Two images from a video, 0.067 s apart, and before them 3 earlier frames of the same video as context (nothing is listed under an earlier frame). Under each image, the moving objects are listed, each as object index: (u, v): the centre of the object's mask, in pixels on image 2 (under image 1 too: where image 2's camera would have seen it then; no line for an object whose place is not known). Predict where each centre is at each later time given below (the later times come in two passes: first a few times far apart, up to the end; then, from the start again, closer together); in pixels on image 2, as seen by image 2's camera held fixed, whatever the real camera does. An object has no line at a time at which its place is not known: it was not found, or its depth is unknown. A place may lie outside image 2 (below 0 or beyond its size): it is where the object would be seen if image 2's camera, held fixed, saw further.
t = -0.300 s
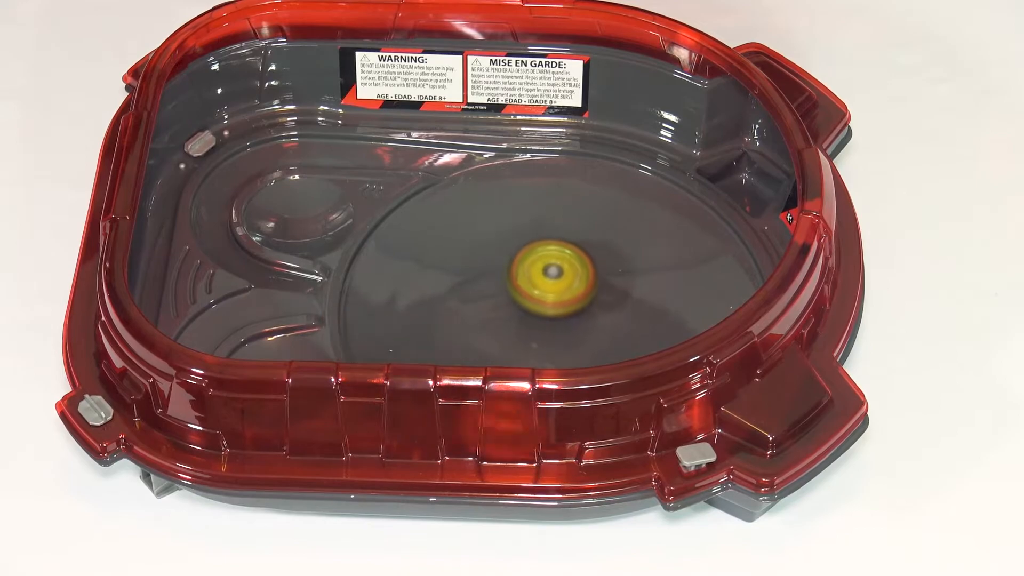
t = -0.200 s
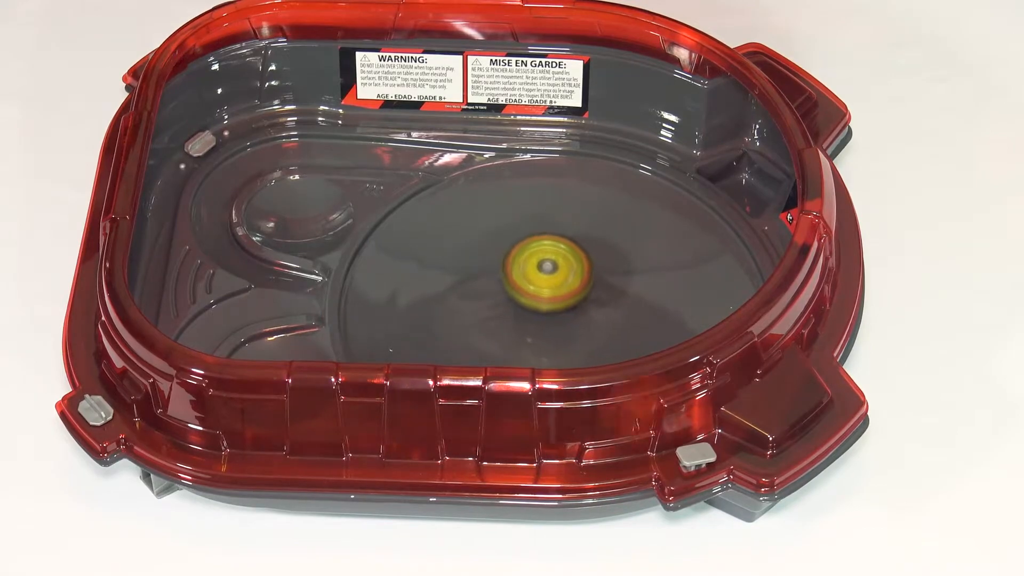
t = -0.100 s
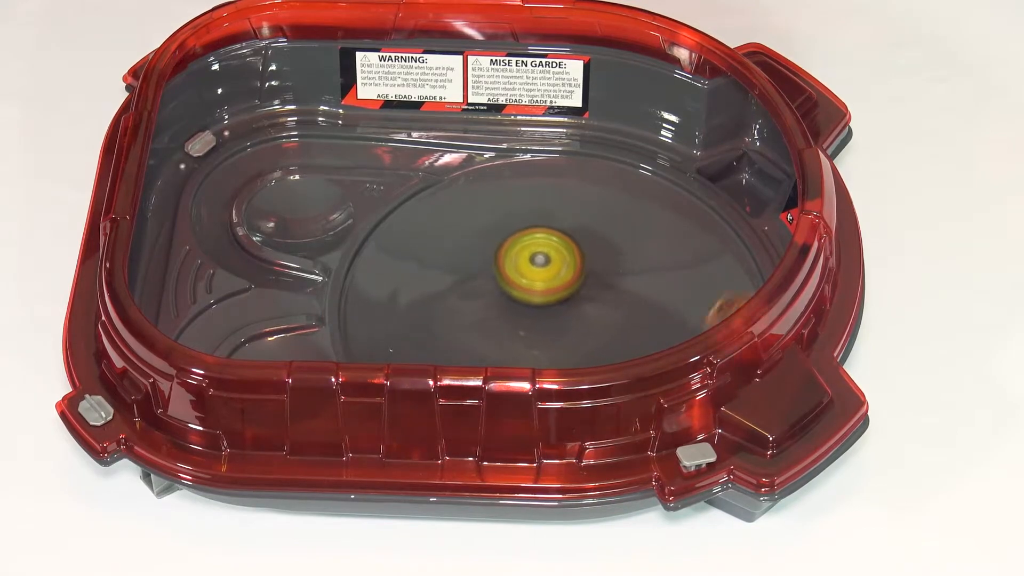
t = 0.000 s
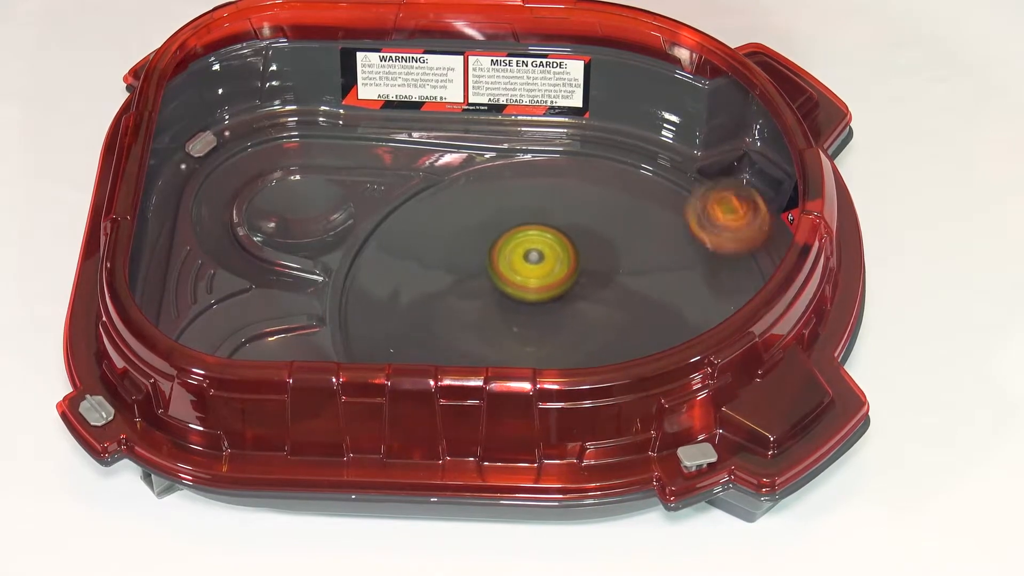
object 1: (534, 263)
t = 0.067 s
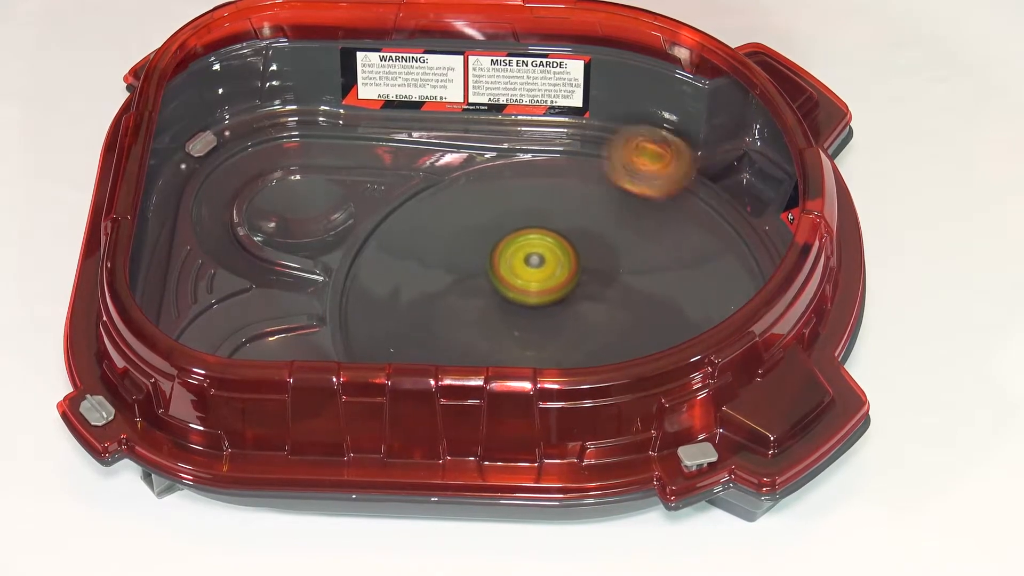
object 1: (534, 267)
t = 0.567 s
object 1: (565, 279)
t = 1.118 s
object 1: (566, 289)
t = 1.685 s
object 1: (586, 300)
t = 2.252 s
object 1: (570, 307)
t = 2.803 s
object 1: (557, 319)
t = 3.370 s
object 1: (559, 306)
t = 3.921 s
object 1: (555, 299)
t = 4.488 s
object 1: (564, 294)
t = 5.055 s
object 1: (569, 301)
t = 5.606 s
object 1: (566, 307)
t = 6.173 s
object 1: (565, 304)
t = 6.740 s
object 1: (566, 302)
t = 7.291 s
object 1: (570, 304)
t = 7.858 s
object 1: (567, 307)
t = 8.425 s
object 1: (564, 307)
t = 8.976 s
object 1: (567, 303)
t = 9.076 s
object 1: (568, 302)
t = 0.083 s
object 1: (535, 268)
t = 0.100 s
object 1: (536, 269)
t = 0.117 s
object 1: (536, 270)
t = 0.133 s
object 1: (537, 272)
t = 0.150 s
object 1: (538, 273)
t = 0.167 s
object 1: (540, 275)
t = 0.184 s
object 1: (542, 276)
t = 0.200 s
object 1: (543, 277)
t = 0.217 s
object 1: (545, 278)
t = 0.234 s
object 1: (547, 279)
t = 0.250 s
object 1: (548, 279)
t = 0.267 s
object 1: (550, 280)
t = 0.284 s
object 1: (551, 280)
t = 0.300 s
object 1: (552, 281)
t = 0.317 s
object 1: (553, 281)
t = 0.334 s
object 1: (554, 282)
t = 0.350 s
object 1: (555, 282)
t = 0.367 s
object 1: (555, 283)
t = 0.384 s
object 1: (555, 283)
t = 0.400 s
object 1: (556, 283)
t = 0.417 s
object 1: (557, 283)
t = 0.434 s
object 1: (557, 282)
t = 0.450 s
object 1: (558, 281)
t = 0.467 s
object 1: (559, 280)
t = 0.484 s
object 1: (560, 280)
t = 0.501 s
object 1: (561, 279)
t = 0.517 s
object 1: (562, 279)
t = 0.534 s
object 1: (563, 279)
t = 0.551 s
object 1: (564, 279)
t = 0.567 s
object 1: (565, 279)
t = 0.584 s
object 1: (565, 281)
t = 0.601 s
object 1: (566, 282)
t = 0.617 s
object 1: (566, 284)
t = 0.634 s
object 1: (566, 285)
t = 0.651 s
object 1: (566, 286)
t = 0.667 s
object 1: (566, 287)
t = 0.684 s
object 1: (567, 287)
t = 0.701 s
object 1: (568, 287)
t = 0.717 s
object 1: (568, 288)
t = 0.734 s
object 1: (569, 289)
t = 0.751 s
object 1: (570, 290)
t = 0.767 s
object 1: (571, 291)
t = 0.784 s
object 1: (573, 292)
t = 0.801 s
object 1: (576, 291)
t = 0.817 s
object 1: (579, 289)
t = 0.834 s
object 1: (580, 286)
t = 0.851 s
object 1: (582, 284)
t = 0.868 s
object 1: (582, 283)
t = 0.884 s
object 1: (583, 281)
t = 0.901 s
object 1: (583, 281)
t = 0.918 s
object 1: (583, 280)
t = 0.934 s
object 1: (583, 280)
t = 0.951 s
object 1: (582, 280)
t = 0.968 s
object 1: (581, 280)
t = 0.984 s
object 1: (580, 281)
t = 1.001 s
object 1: (579, 282)
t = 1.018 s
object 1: (577, 282)
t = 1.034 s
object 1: (575, 283)
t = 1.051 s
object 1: (574, 284)
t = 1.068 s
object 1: (572, 285)
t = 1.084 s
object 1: (570, 287)
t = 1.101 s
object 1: (568, 288)
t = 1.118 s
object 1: (566, 289)
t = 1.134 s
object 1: (564, 290)
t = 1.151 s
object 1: (563, 290)
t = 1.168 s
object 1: (560, 291)
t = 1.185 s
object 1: (559, 291)
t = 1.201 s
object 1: (557, 292)
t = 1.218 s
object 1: (555, 292)
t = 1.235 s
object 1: (554, 292)
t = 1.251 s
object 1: (552, 292)
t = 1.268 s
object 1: (551, 292)
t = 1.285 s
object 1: (550, 292)
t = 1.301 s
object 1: (549, 292)
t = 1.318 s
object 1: (548, 292)
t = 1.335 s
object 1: (547, 292)
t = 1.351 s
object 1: (547, 291)
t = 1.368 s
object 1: (546, 291)
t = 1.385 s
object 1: (546, 291)
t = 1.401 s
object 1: (547, 290)
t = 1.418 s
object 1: (548, 290)
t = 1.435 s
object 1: (549, 290)
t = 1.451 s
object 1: (552, 290)
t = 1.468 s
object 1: (554, 290)
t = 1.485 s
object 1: (557, 290)
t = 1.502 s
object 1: (560, 290)
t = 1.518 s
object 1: (563, 291)
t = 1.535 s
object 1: (566, 292)
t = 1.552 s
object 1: (570, 293)
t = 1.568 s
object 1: (573, 294)
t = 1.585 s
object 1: (576, 295)
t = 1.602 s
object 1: (578, 296)
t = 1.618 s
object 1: (580, 297)
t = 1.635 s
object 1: (583, 298)
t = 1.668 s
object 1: (585, 300)
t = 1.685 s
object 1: (586, 300)
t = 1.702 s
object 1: (587, 301)
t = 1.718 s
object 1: (587, 302)
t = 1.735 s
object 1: (587, 303)
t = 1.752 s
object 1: (588, 304)
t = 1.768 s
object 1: (588, 304)
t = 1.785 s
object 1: (587, 305)
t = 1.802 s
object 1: (587, 305)
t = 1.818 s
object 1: (586, 306)
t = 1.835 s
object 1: (585, 307)
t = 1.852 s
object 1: (585, 307)
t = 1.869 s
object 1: (584, 308)
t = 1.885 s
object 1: (583, 308)
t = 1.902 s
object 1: (582, 308)
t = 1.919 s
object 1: (581, 308)
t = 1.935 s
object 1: (580, 308)
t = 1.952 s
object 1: (579, 308)
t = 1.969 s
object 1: (578, 308)
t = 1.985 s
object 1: (577, 308)
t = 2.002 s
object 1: (575, 308)
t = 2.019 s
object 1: (574, 308)
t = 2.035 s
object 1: (573, 308)
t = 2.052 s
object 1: (572, 308)
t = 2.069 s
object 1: (571, 307)
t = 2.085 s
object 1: (571, 307)
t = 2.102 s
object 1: (570, 307)
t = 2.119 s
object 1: (570, 306)
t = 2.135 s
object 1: (570, 306)
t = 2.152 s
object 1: (570, 306)
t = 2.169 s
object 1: (570, 306)
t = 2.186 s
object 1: (570, 306)
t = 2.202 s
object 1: (570, 306)
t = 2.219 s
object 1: (570, 306)
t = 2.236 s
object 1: (570, 306)
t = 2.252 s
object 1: (570, 307)
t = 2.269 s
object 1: (571, 308)
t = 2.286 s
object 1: (572, 308)
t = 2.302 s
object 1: (573, 309)
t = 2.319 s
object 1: (574, 310)
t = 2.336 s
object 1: (574, 311)
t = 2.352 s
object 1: (575, 311)
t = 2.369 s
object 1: (575, 312)
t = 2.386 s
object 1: (576, 312)
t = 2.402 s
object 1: (576, 313)
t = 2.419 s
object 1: (577, 314)
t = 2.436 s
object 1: (577, 315)
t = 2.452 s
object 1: (577, 316)
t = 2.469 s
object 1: (575, 317)
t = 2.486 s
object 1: (574, 318)
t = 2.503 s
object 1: (573, 318)
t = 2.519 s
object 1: (571, 319)
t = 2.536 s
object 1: (570, 320)
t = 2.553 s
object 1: (568, 320)
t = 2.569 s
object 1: (567, 320)
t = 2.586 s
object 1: (566, 320)
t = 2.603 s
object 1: (565, 320)
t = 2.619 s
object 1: (564, 320)
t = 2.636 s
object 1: (563, 320)
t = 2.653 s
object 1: (562, 320)
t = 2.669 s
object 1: (561, 319)
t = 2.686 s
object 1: (560, 319)
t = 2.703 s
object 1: (560, 319)
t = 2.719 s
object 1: (559, 319)
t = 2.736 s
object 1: (559, 319)
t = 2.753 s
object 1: (558, 319)
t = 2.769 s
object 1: (558, 319)
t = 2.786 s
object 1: (558, 319)
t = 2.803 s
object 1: (557, 319)
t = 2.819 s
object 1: (557, 319)
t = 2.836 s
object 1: (557, 318)
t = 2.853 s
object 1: (556, 318)
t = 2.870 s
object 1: (556, 318)
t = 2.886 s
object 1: (556, 318)
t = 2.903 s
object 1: (556, 318)
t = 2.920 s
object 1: (555, 317)
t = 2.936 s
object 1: (555, 317)
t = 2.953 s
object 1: (555, 317)
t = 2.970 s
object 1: (555, 317)
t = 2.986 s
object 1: (555, 316)
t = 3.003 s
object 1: (555, 316)
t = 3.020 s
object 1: (555, 316)
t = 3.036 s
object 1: (554, 315)
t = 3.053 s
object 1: (554, 315)
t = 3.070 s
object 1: (554, 315)
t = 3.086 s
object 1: (554, 314)
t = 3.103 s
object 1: (554, 314)
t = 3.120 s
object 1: (554, 314)
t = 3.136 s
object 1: (553, 313)
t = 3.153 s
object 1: (553, 313)
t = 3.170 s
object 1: (552, 312)
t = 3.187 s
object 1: (552, 312)
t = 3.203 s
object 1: (551, 311)
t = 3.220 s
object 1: (552, 310)
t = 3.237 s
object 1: (552, 309)
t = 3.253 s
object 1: (554, 308)
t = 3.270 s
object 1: (555, 307)
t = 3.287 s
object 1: (556, 307)
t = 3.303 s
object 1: (557, 306)
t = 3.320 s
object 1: (558, 306)
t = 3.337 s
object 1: (558, 306)
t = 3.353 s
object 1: (559, 306)
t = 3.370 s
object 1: (559, 306)
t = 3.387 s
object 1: (559, 306)
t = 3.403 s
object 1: (560, 306)
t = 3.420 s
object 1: (560, 306)
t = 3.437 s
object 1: (559, 306)
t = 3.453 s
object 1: (559, 307)
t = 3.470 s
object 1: (559, 307)
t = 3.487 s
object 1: (558, 307)
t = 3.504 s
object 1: (558, 307)
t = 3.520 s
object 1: (557, 307)
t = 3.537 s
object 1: (557, 307)
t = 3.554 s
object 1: (556, 307)
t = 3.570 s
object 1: (555, 307)
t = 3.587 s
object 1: (555, 307)
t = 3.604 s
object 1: (555, 307)
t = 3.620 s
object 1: (554, 306)
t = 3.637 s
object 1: (554, 306)
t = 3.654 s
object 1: (553, 306)
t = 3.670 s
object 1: (553, 305)
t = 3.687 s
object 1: (553, 305)
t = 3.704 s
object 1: (553, 304)
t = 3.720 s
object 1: (553, 304)
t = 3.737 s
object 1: (553, 303)
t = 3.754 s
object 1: (553, 303)
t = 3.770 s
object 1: (553, 302)
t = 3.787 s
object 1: (553, 302)
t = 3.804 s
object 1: (553, 301)
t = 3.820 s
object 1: (553, 301)
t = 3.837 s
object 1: (554, 301)
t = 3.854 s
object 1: (554, 300)
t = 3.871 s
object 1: (555, 300)
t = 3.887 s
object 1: (555, 300)
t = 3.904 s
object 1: (555, 299)
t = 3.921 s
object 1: (555, 299)
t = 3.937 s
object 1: (556, 299)
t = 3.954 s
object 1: (556, 298)
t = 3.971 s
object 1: (556, 298)
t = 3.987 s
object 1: (557, 298)
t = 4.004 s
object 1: (557, 298)
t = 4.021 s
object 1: (558, 297)
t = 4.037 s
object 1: (558, 297)
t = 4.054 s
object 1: (558, 297)
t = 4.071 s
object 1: (558, 296)
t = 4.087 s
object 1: (559, 296)
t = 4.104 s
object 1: (559, 296)
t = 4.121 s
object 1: (560, 295)
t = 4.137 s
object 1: (560, 295)
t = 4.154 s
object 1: (560, 295)
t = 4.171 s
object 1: (560, 294)
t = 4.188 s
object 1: (560, 294)
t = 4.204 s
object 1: (561, 294)
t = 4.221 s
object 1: (561, 294)
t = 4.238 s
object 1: (561, 293)
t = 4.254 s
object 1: (562, 293)
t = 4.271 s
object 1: (562, 293)
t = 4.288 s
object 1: (562, 293)
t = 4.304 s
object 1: (562, 292)
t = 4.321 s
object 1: (562, 293)
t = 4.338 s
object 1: (562, 293)
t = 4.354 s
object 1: (562, 293)
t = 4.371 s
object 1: (562, 293)
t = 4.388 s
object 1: (562, 293)
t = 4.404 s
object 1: (562, 293)
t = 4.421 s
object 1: (563, 293)
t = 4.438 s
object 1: (563, 293)
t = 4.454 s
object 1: (564, 293)
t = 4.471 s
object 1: (564, 293)
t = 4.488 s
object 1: (564, 294)
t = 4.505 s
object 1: (564, 294)
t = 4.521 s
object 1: (565, 294)
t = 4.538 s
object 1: (565, 294)
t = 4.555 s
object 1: (565, 295)
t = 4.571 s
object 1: (565, 295)
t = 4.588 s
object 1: (565, 295)
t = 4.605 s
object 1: (565, 295)
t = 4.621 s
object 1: (565, 296)
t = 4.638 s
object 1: (565, 296)
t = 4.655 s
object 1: (565, 296)
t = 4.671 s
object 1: (565, 296)
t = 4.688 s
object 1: (565, 296)
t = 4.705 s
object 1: (565, 296)
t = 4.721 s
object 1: (566, 296)
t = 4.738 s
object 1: (566, 296)
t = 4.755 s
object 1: (566, 296)
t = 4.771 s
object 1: (566, 296)
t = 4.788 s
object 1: (566, 296)
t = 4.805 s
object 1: (567, 296)
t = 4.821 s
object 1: (567, 296)
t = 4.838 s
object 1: (567, 296)
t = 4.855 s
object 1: (568, 296)
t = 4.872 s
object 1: (568, 296)
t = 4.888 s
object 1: (568, 297)
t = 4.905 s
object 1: (569, 297)
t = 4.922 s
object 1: (569, 298)
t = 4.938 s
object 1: (569, 298)
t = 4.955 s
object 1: (569, 298)
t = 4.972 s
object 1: (569, 299)
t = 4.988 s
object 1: (570, 299)
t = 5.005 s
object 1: (570, 300)
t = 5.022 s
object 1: (570, 300)
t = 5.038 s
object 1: (570, 300)
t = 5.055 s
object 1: (569, 301)
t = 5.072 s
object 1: (569, 301)
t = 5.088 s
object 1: (570, 301)
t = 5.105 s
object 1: (570, 302)
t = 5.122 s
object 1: (570, 302)
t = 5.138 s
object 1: (570, 302)
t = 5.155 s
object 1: (570, 302)
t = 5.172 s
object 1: (570, 303)
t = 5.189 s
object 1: (570, 303)
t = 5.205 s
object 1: (570, 303)
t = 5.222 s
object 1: (570, 303)
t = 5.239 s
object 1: (570, 304)
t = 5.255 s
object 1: (570, 304)
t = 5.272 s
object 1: (570, 305)
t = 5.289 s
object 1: (570, 305)
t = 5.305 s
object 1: (570, 305)
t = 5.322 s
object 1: (570, 306)
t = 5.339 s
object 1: (570, 306)
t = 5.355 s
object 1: (570, 307)
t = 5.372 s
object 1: (569, 307)
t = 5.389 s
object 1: (569, 307)
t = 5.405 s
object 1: (568, 308)
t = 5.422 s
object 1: (568, 308)
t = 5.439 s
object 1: (568, 308)
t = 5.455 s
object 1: (567, 308)
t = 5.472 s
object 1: (567, 308)
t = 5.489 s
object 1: (567, 308)
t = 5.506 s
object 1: (567, 308)
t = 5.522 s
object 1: (566, 308)
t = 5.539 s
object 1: (566, 308)
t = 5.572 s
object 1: (566, 308)
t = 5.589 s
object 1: (566, 307)
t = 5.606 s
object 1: (566, 307)
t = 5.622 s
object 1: (566, 307)
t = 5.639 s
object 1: (566, 307)
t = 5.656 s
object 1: (566, 307)
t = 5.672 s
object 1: (566, 307)
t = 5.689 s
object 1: (566, 307)
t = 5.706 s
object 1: (565, 307)
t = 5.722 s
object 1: (566, 307)
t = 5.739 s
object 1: (566, 307)
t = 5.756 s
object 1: (566, 307)
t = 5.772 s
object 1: (566, 307)
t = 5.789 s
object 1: (566, 307)
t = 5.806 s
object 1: (566, 307)
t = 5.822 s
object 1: (566, 307)
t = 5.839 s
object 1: (566, 307)
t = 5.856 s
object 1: (566, 307)
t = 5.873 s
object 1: (565, 307)
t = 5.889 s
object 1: (566, 307)
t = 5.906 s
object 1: (566, 307)
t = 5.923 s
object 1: (565, 306)
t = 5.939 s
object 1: (565, 306)
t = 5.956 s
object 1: (565, 306)
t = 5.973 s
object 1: (565, 306)
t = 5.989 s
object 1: (565, 306)
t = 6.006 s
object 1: (565, 306)
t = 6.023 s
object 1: (565, 306)
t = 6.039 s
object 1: (565, 306)
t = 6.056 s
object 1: (565, 305)
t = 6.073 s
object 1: (565, 305)
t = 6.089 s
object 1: (565, 305)
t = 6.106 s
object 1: (565, 305)
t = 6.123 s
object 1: (565, 305)
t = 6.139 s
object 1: (565, 304)
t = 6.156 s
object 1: (565, 304)
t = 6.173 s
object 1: (565, 304)
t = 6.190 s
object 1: (565, 304)
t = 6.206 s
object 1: (565, 304)
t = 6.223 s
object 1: (565, 304)
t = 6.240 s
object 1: (565, 304)
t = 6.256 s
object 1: (565, 303)
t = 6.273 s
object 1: (565, 303)
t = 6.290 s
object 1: (565, 303)
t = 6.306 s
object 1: (565, 303)
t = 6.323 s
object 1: (565, 303)
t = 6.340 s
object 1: (565, 303)
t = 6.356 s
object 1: (565, 302)
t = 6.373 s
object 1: (566, 303)
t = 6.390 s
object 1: (566, 302)
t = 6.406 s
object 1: (566, 302)
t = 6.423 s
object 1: (566, 302)
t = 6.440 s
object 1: (566, 302)
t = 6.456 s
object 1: (566, 302)
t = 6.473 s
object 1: (566, 302)
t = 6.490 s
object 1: (566, 302)
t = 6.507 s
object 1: (566, 302)
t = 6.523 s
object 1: (566, 302)
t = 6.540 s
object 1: (566, 302)
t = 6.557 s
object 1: (566, 302)
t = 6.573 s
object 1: (567, 302)
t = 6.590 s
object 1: (567, 302)
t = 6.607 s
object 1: (567, 302)
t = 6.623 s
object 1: (566, 302)
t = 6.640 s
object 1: (567, 302)
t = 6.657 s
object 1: (567, 302)
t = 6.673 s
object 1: (566, 302)
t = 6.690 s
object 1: (566, 302)
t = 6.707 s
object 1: (566, 302)
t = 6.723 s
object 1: (566, 302)
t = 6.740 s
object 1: (566, 302)
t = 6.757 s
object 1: (567, 302)
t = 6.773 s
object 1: (567, 302)
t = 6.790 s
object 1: (567, 302)
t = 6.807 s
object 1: (567, 302)
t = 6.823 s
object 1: (567, 302)
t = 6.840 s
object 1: (568, 302)
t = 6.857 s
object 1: (568, 302)
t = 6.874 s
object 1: (568, 302)
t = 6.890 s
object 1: (568, 303)
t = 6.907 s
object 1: (568, 302)
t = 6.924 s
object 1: (568, 302)
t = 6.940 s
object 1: (568, 303)
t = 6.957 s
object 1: (568, 303)
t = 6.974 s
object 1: (568, 302)
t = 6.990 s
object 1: (568, 303)
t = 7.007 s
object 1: (568, 303)
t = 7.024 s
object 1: (568, 303)
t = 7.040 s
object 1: (568, 302)
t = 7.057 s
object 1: (568, 302)
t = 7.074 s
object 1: (568, 302)
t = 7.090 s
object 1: (568, 302)
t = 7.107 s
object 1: (569, 303)
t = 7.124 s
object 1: (569, 303)
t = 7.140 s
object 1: (569, 303)
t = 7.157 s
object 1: (569, 303)
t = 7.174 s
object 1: (569, 303)
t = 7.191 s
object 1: (570, 303)
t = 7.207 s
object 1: (570, 303)
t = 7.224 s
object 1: (570, 303)
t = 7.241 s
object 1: (570, 303)
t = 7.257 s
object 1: (570, 303)
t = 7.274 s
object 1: (570, 303)
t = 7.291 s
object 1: (570, 304)
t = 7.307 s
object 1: (570, 304)
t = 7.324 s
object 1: (570, 304)
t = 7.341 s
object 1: (570, 304)
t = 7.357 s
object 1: (570, 304)
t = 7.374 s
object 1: (570, 304)
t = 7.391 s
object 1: (570, 304)
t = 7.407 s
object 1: (569, 304)
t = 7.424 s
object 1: (569, 304)
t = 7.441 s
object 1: (569, 304)
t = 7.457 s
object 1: (569, 304)
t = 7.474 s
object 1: (569, 304)
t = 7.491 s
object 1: (570, 304)
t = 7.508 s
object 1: (569, 304)
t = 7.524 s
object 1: (569, 304)
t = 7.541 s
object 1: (569, 304)
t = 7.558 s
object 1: (569, 304)
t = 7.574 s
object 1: (569, 304)
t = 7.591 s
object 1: (569, 304)
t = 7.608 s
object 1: (569, 304)
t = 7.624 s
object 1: (569, 304)
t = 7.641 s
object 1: (569, 305)
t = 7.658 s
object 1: (569, 304)
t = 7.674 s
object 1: (569, 305)
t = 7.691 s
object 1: (569, 305)
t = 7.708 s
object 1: (569, 305)
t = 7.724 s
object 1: (568, 305)
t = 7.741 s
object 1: (568, 305)
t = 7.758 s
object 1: (568, 306)
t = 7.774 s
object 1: (568, 306)
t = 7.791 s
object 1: (567, 306)
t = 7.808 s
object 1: (567, 306)
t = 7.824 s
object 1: (567, 306)
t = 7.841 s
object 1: (567, 306)
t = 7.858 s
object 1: (567, 307)
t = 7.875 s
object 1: (567, 307)
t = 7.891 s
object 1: (566, 307)
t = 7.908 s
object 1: (566, 307)
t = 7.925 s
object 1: (566, 307)
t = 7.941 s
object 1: (566, 307)
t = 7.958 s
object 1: (565, 307)
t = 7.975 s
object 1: (565, 308)
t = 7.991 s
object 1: (565, 308)
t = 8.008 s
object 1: (565, 308)
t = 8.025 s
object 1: (565, 308)
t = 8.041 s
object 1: (565, 308)
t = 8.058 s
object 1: (564, 307)
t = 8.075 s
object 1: (564, 307)
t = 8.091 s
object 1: (565, 307)
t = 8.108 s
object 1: (564, 307)
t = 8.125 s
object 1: (564, 308)
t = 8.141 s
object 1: (564, 307)
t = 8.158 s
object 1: (564, 307)
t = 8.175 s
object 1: (564, 307)
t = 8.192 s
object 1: (564, 307)
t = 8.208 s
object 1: (564, 307)
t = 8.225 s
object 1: (564, 307)
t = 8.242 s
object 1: (564, 307)
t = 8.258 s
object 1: (564, 307)
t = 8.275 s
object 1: (565, 307)
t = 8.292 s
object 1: (564, 307)
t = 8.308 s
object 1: (565, 307)
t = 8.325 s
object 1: (564, 307)
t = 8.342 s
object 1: (564, 307)
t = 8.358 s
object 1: (564, 307)
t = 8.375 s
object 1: (564, 307)
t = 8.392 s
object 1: (564, 307)
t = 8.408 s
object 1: (564, 307)
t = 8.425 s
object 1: (564, 307)
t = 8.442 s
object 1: (564, 307)
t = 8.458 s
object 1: (564, 307)
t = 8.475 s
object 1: (564, 307)
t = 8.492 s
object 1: (564, 307)
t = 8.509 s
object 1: (565, 307)
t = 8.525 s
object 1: (565, 307)
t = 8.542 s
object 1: (565, 307)
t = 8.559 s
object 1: (565, 307)
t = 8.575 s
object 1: (565, 306)
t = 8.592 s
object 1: (565, 306)
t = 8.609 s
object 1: (565, 306)
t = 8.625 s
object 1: (565, 306)
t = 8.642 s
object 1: (565, 306)
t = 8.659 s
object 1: (565, 306)
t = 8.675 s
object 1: (565, 306)
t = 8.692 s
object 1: (565, 306)
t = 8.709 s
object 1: (565, 305)
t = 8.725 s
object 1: (565, 305)
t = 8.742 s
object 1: (565, 305)
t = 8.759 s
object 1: (565, 305)
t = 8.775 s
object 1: (565, 305)
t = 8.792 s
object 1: (565, 305)
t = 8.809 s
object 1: (566, 304)
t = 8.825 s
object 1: (566, 304)
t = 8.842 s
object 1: (566, 304)
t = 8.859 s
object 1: (566, 304)
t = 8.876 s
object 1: (566, 304)
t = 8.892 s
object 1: (566, 304)
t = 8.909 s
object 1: (566, 303)
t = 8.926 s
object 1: (566, 303)
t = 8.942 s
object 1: (567, 303)
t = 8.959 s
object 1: (567, 303)
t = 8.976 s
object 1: (567, 303)
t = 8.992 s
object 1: (567, 303)
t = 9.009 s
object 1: (567, 303)
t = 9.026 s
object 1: (567, 303)
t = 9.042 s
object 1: (568, 303)
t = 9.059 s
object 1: (568, 302)
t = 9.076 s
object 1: (568, 302)
